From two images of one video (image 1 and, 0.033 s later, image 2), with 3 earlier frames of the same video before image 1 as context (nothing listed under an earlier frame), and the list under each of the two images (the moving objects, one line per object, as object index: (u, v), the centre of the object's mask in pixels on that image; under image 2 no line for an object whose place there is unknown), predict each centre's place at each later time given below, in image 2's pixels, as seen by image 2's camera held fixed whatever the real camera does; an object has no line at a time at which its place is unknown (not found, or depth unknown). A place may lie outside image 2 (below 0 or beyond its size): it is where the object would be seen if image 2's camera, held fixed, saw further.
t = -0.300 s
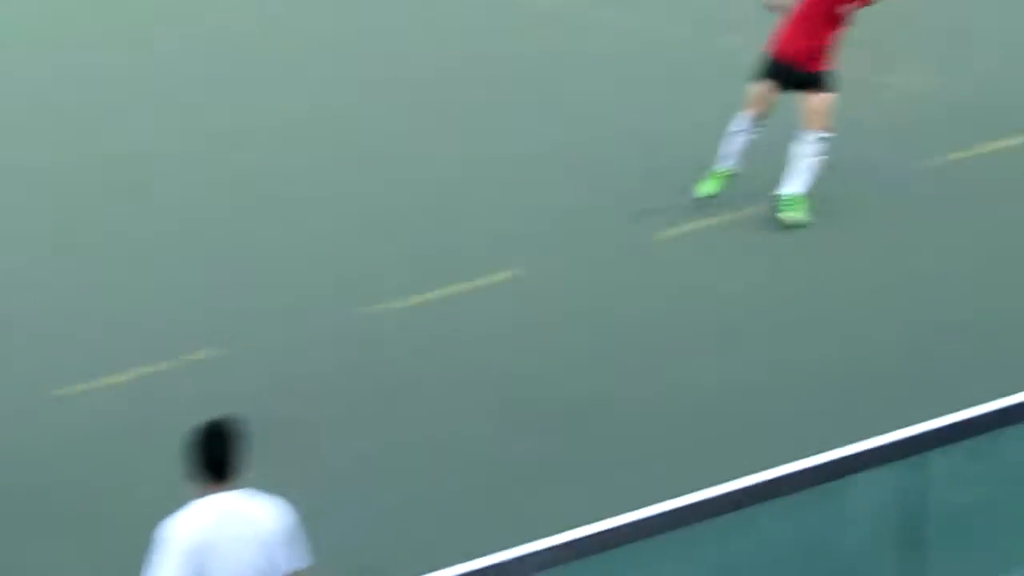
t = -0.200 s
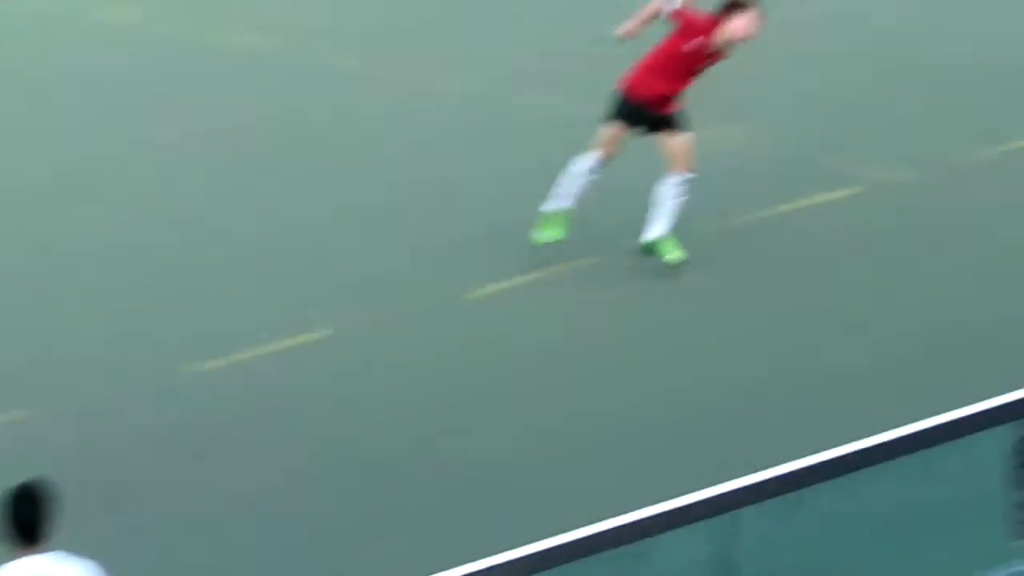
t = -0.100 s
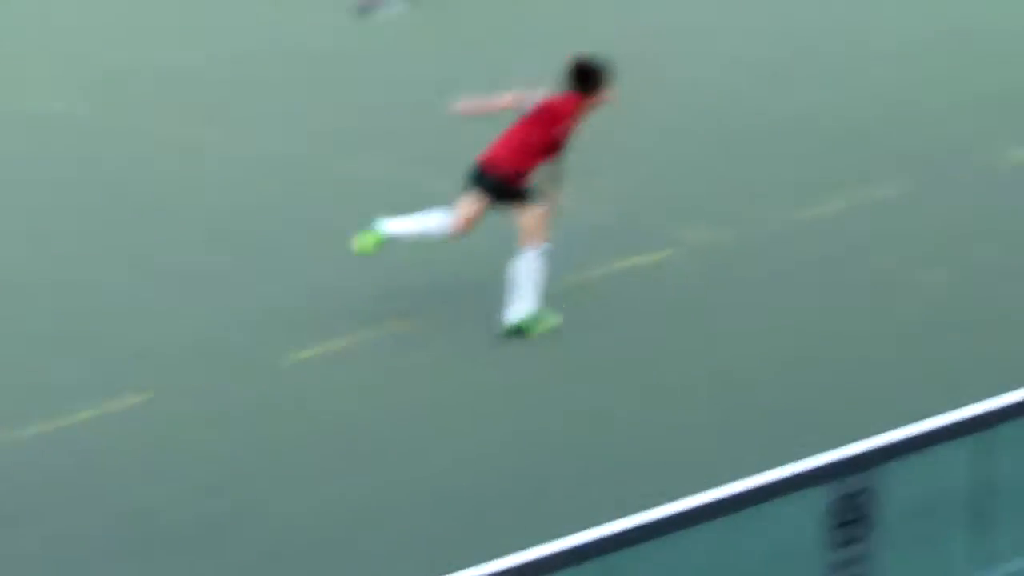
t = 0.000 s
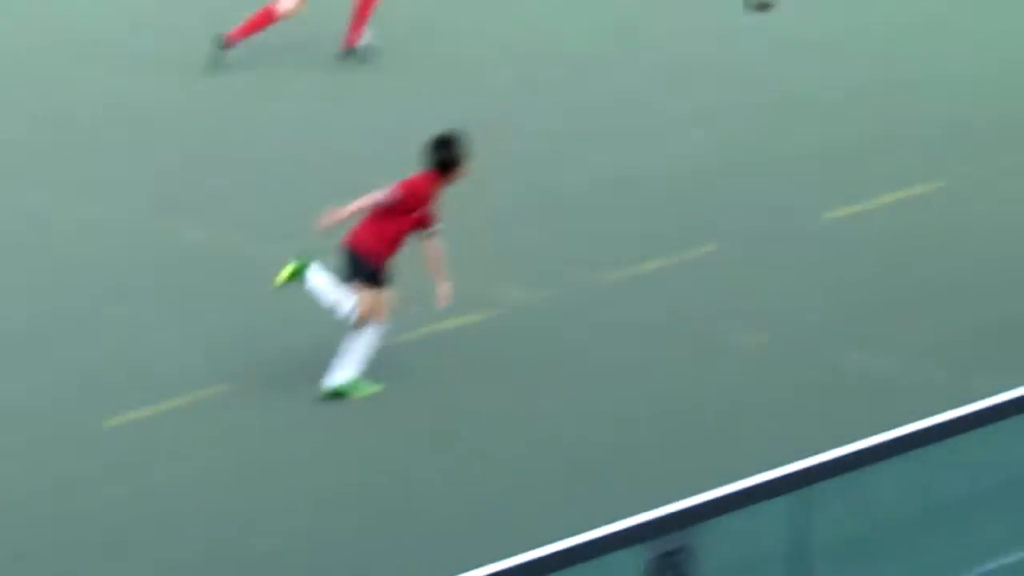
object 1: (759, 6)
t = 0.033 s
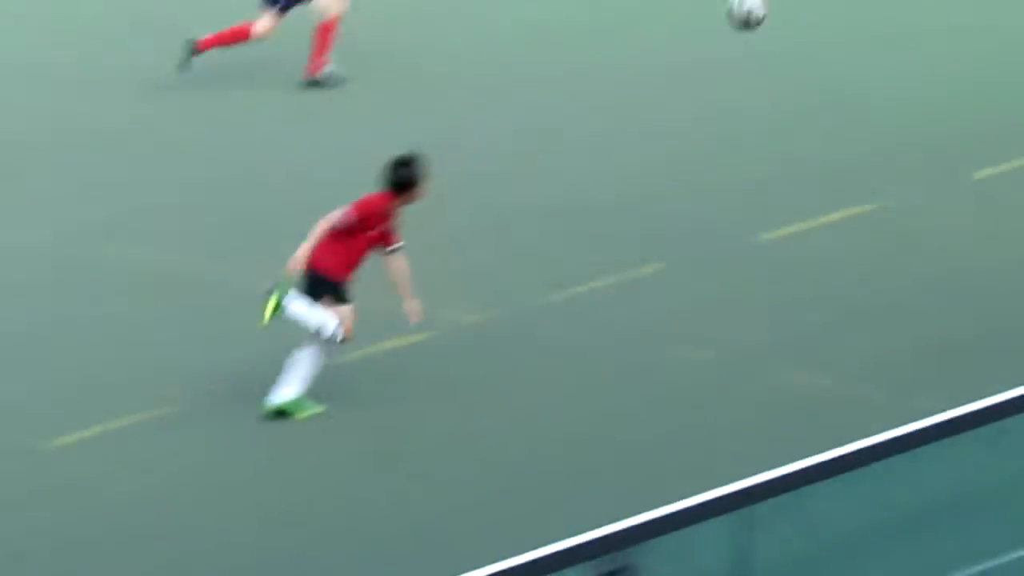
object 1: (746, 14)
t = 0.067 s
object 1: (790, 9)
